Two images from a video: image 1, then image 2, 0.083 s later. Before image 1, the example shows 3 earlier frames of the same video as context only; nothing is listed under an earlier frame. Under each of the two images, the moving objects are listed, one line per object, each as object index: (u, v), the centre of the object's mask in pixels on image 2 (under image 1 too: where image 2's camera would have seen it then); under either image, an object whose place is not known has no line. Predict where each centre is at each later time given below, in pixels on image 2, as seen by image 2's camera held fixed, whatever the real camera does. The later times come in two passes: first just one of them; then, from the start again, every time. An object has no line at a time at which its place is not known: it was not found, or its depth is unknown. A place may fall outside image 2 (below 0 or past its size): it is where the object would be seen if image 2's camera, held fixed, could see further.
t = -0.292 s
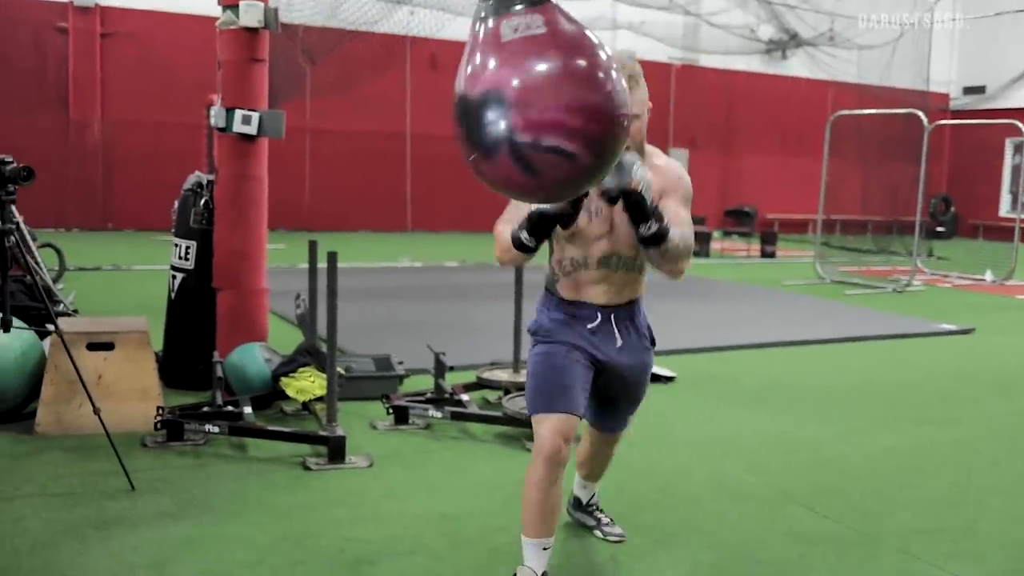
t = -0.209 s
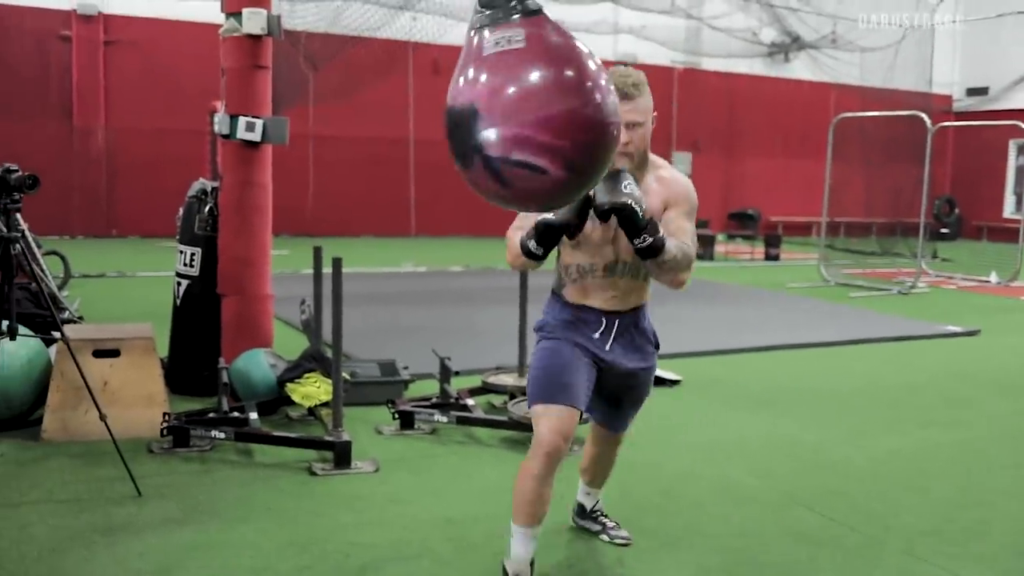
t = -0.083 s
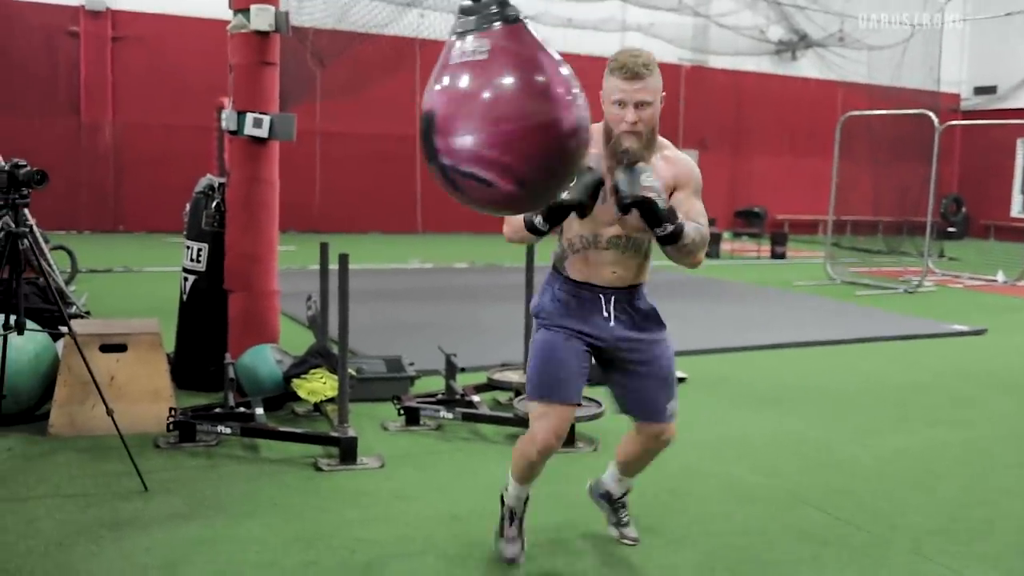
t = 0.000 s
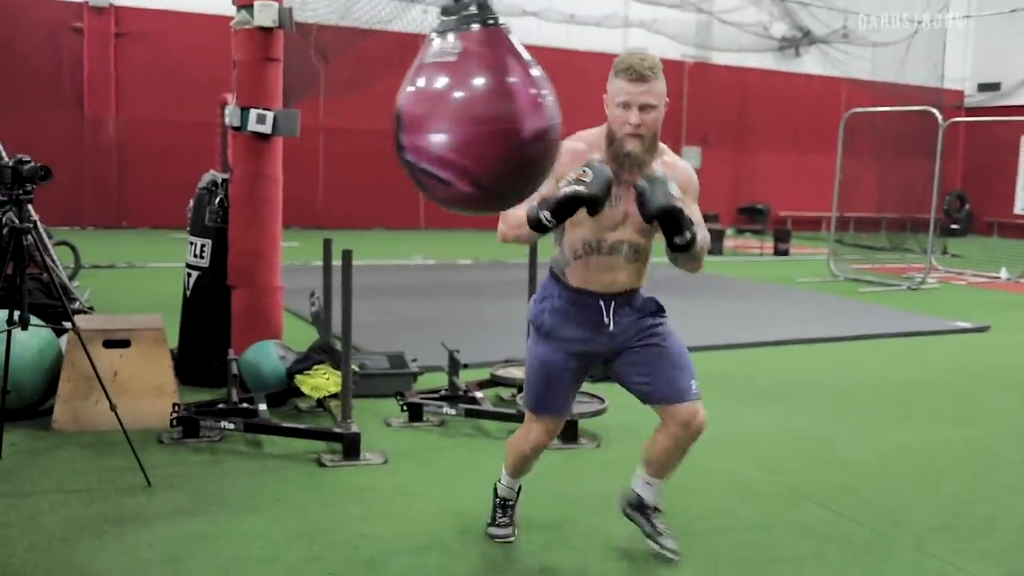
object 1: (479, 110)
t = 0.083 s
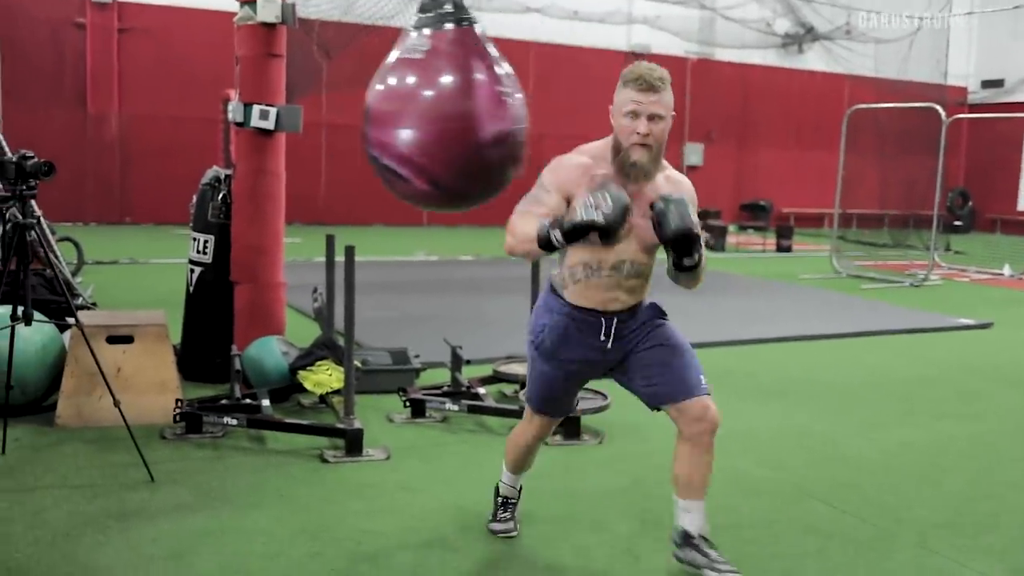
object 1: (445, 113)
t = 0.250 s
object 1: (375, 112)
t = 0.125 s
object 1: (427, 113)
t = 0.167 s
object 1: (409, 113)
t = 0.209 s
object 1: (391, 113)
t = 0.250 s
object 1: (375, 112)
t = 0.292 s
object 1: (358, 110)
